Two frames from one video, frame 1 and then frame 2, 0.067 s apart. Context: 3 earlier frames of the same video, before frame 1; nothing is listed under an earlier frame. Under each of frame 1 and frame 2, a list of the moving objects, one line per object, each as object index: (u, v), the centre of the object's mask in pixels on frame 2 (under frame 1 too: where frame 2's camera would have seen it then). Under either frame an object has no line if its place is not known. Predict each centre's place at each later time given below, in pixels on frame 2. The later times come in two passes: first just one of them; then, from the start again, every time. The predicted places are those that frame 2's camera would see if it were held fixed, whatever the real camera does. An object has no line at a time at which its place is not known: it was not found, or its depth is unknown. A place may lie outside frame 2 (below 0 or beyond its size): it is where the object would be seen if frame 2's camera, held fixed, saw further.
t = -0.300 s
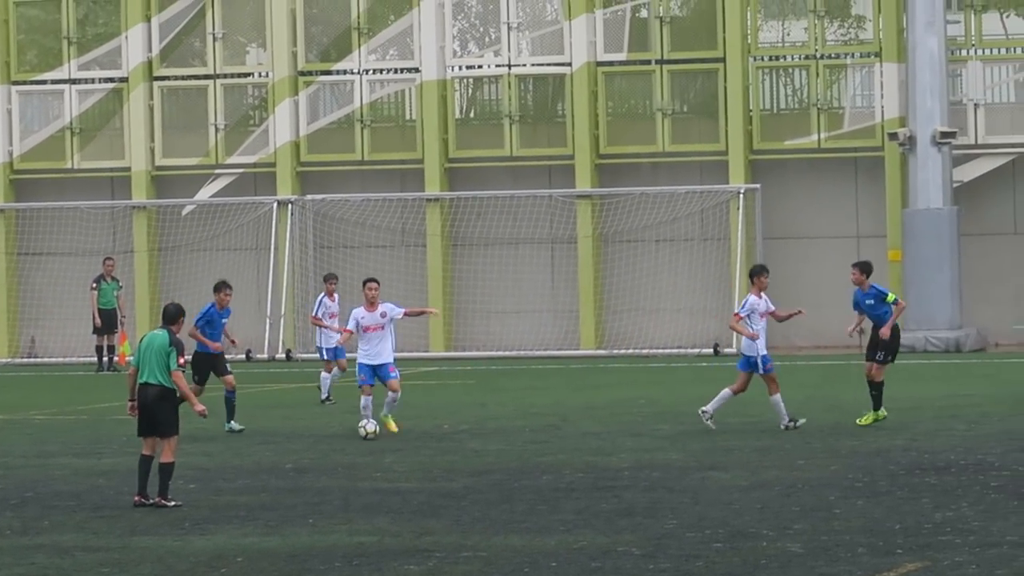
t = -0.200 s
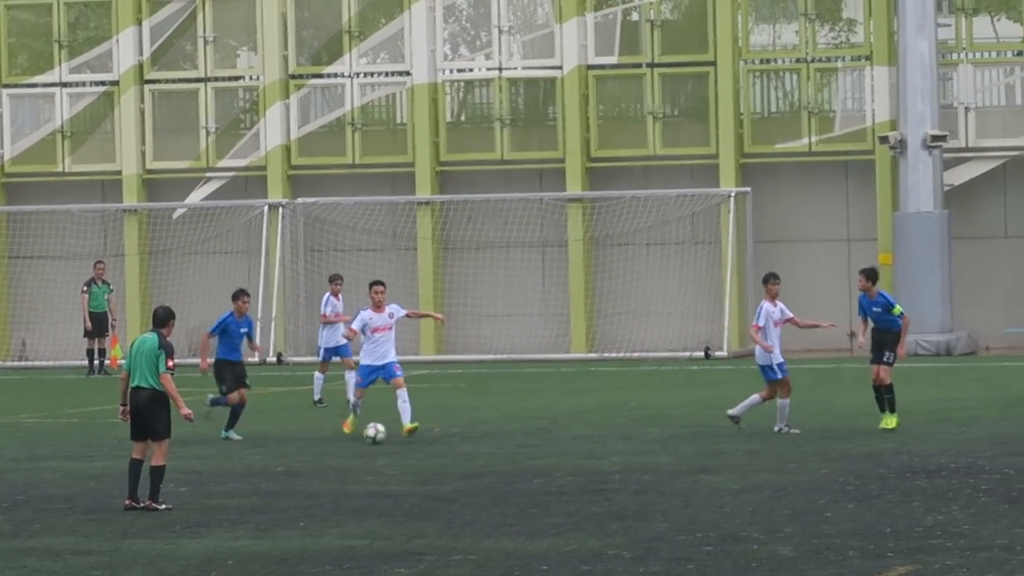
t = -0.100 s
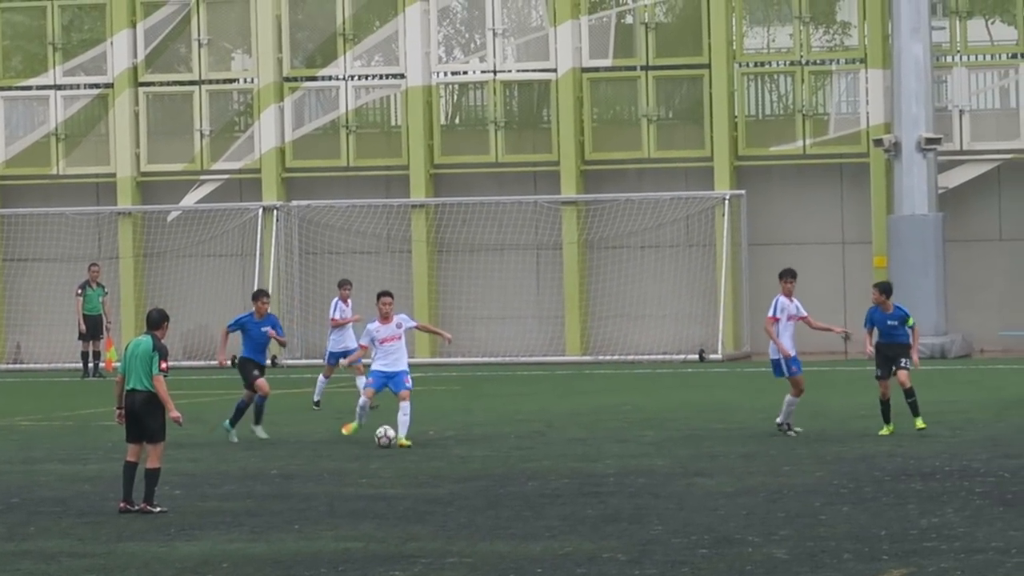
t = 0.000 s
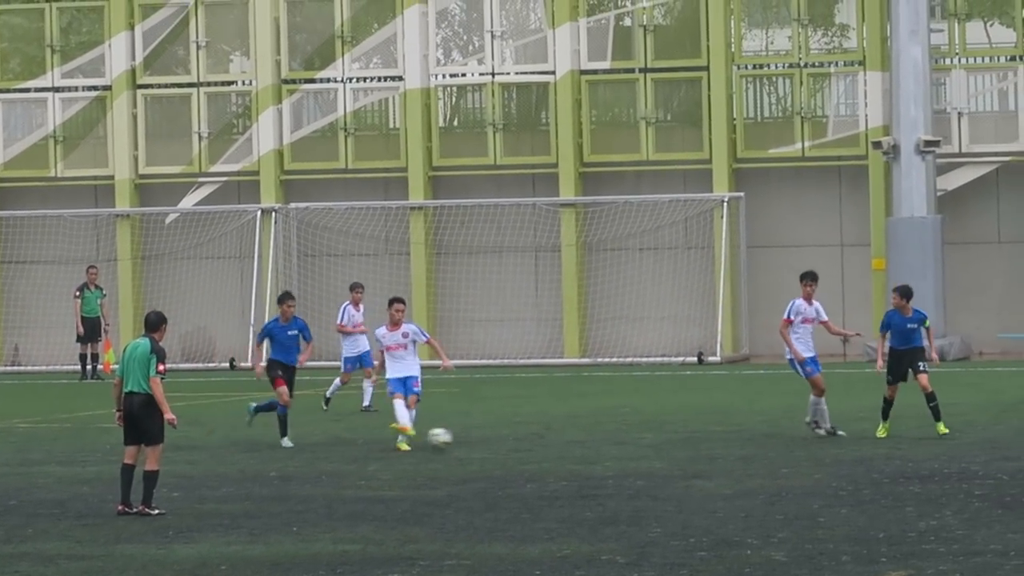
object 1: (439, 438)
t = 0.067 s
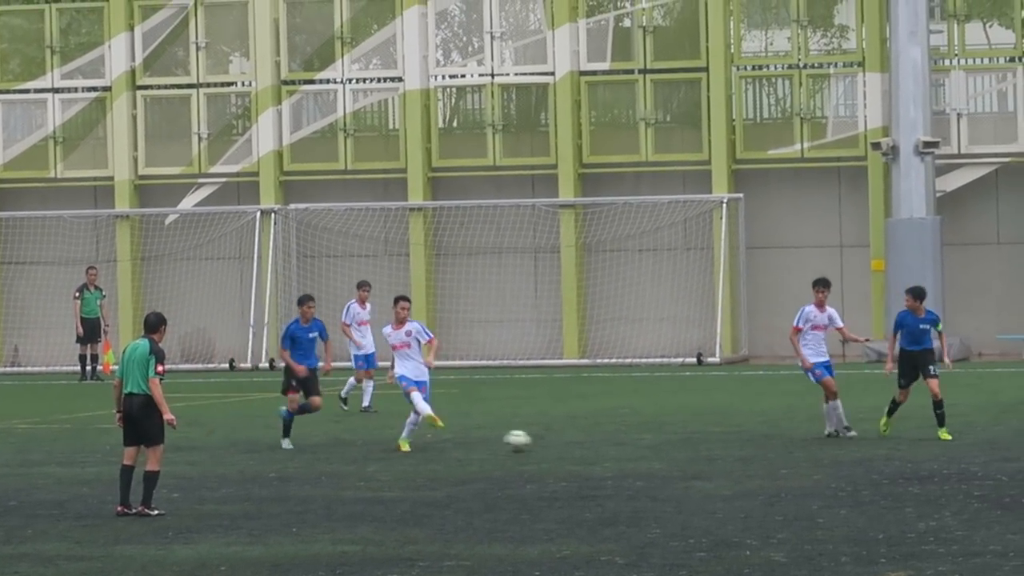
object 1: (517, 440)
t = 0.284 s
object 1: (774, 448)
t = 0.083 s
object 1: (537, 441)
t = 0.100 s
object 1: (557, 443)
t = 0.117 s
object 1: (577, 445)
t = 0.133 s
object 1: (597, 446)
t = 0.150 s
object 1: (616, 446)
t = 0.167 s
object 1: (635, 446)
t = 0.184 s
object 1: (655, 444)
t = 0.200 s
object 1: (674, 444)
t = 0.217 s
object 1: (694, 445)
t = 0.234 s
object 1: (715, 447)
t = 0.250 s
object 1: (734, 448)
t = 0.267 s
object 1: (754, 449)
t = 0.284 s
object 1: (774, 448)
